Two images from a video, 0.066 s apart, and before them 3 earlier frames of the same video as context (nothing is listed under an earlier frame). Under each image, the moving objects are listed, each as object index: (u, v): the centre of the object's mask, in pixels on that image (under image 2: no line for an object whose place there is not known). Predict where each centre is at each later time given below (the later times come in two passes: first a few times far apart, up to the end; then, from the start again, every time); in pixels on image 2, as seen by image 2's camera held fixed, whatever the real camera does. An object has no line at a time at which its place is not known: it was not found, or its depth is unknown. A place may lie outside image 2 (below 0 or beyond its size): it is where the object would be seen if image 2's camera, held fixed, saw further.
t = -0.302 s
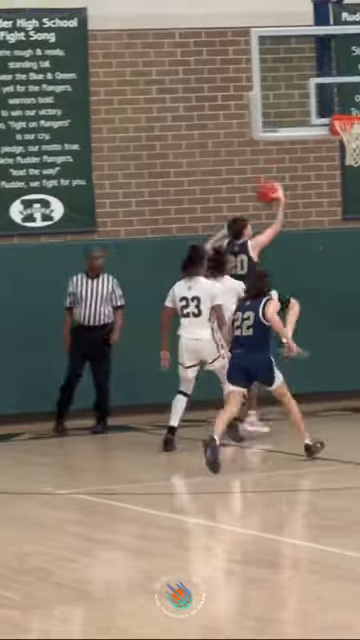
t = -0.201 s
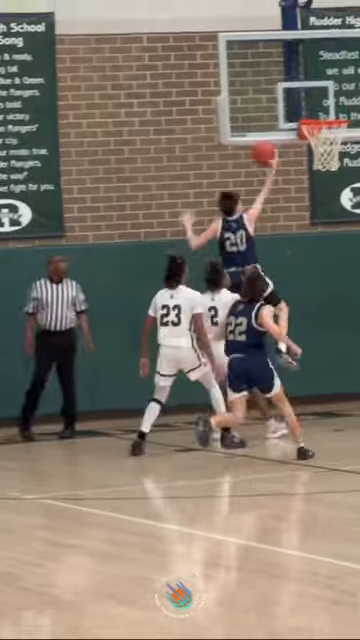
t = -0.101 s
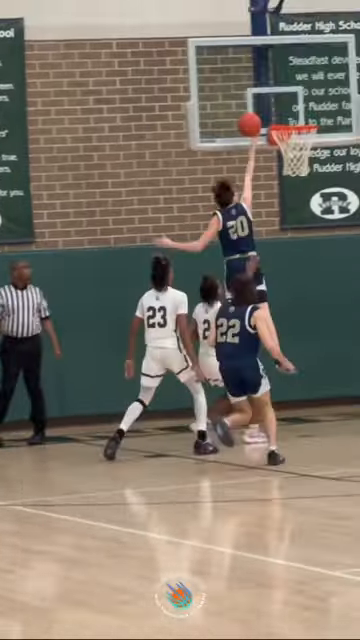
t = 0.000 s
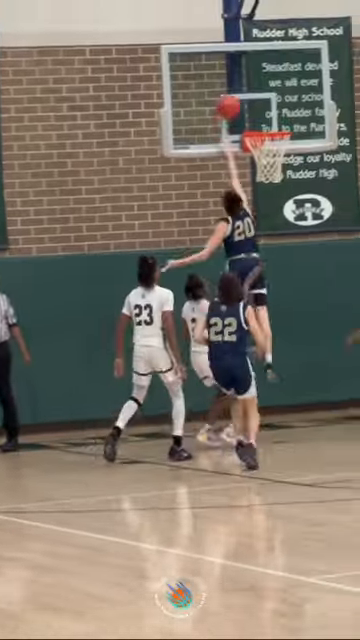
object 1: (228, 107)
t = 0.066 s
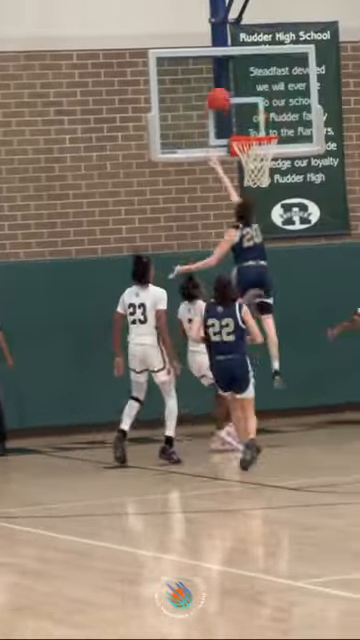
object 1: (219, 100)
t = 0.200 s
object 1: (235, 97)
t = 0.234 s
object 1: (239, 100)
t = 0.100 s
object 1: (220, 97)
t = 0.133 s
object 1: (225, 96)
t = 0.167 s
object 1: (230, 96)
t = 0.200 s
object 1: (235, 97)
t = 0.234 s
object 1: (239, 100)
